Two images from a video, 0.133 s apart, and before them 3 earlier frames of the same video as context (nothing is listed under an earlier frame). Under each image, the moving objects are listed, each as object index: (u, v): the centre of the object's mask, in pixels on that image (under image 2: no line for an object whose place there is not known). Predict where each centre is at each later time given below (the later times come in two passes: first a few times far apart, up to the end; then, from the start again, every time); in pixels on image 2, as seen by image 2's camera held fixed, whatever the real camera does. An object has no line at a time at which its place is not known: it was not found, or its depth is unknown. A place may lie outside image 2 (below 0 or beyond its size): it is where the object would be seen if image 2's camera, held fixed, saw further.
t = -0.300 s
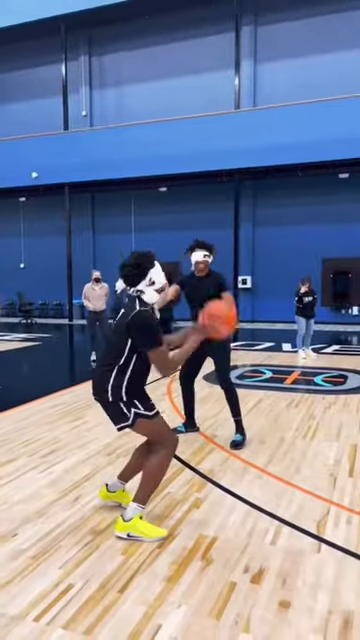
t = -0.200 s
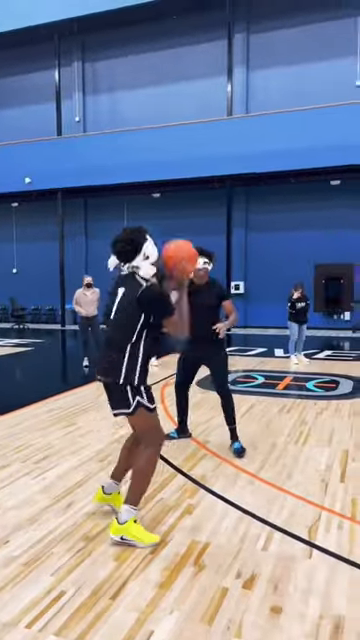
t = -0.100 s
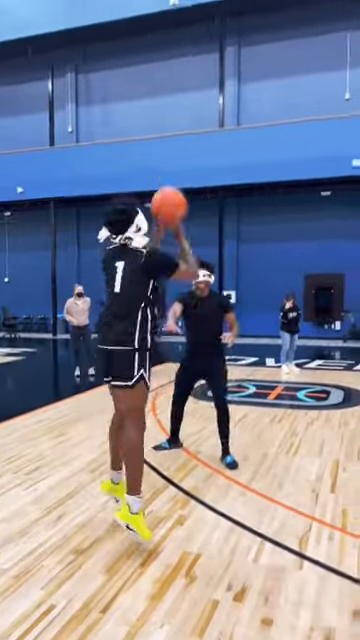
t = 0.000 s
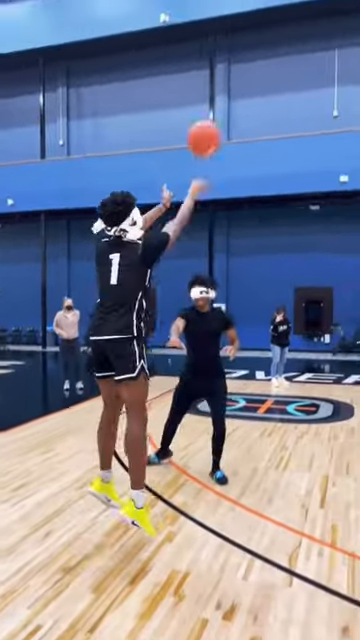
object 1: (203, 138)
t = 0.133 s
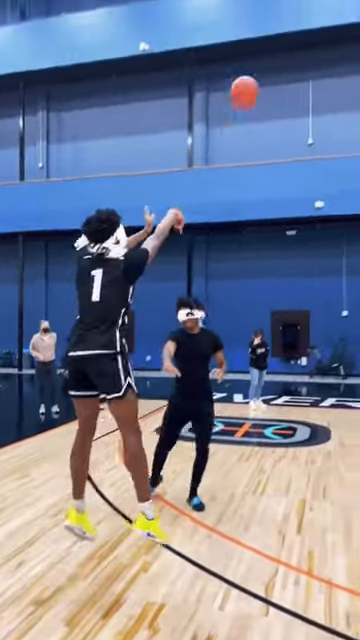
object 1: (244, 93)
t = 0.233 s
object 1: (280, 60)
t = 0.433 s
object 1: (335, 39)
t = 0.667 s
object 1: (382, 57)
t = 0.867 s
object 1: (413, 97)
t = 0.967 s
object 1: (426, 123)
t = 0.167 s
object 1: (257, 79)
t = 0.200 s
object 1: (269, 69)
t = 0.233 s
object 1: (280, 60)
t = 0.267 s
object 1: (291, 54)
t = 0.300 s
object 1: (301, 48)
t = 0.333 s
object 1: (310, 44)
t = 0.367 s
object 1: (319, 41)
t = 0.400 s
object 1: (328, 39)
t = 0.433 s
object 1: (335, 39)
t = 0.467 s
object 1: (343, 39)
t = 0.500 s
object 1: (350, 40)
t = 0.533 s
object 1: (358, 42)
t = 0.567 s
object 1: (363, 45)
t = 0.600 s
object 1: (370, 48)
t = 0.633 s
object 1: (376, 52)
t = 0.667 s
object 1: (382, 57)
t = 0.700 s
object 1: (388, 62)
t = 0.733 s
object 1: (393, 68)
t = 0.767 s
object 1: (399, 74)
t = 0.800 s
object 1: (404, 81)
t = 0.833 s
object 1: (408, 89)
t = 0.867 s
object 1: (413, 97)
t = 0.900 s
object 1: (418, 104)
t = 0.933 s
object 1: (423, 113)
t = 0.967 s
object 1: (426, 123)
